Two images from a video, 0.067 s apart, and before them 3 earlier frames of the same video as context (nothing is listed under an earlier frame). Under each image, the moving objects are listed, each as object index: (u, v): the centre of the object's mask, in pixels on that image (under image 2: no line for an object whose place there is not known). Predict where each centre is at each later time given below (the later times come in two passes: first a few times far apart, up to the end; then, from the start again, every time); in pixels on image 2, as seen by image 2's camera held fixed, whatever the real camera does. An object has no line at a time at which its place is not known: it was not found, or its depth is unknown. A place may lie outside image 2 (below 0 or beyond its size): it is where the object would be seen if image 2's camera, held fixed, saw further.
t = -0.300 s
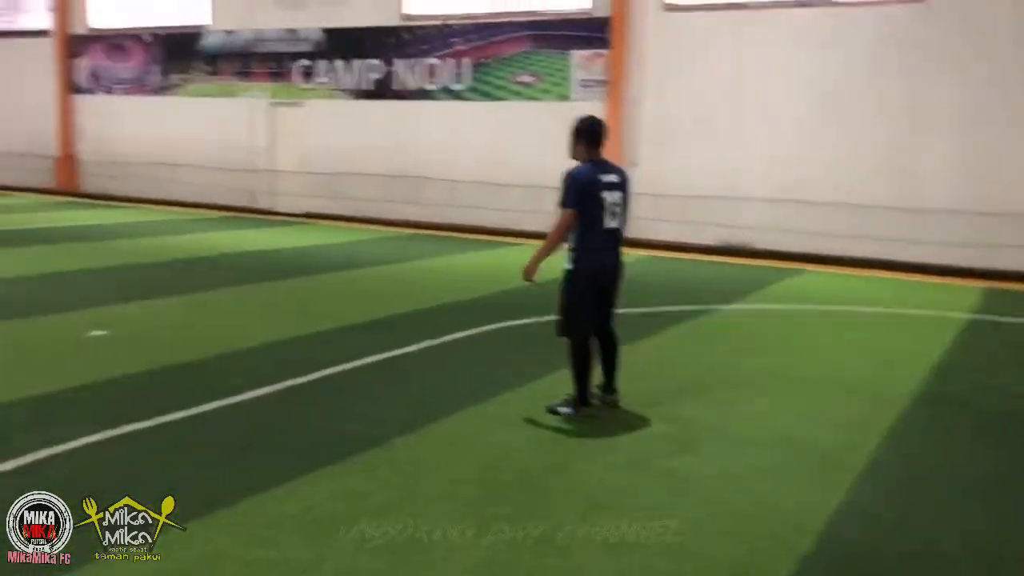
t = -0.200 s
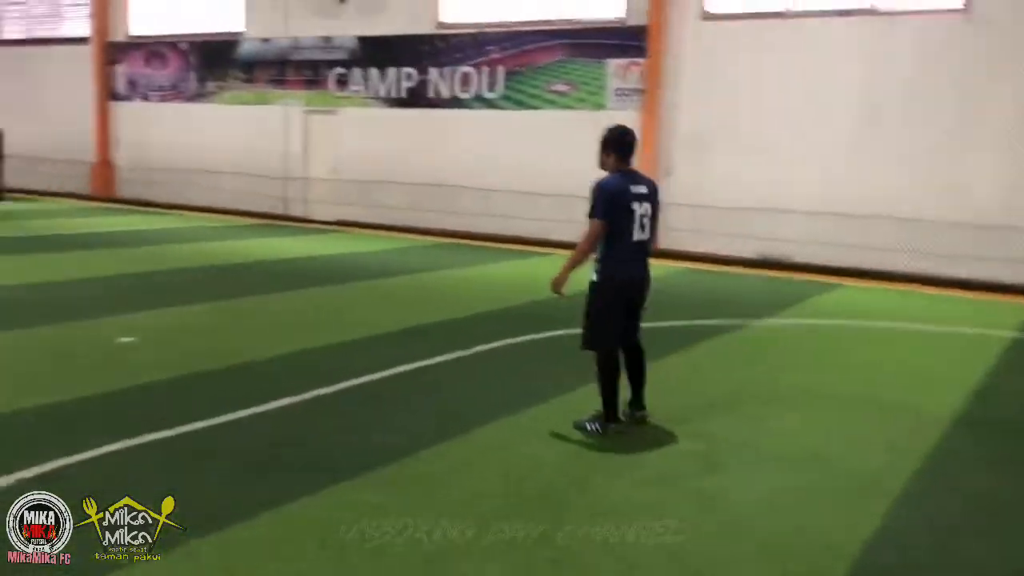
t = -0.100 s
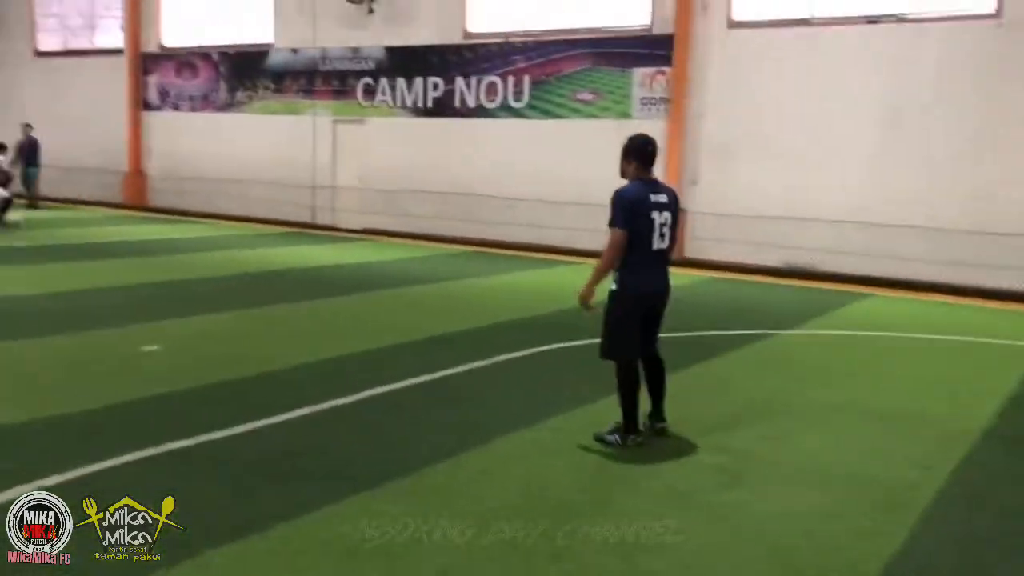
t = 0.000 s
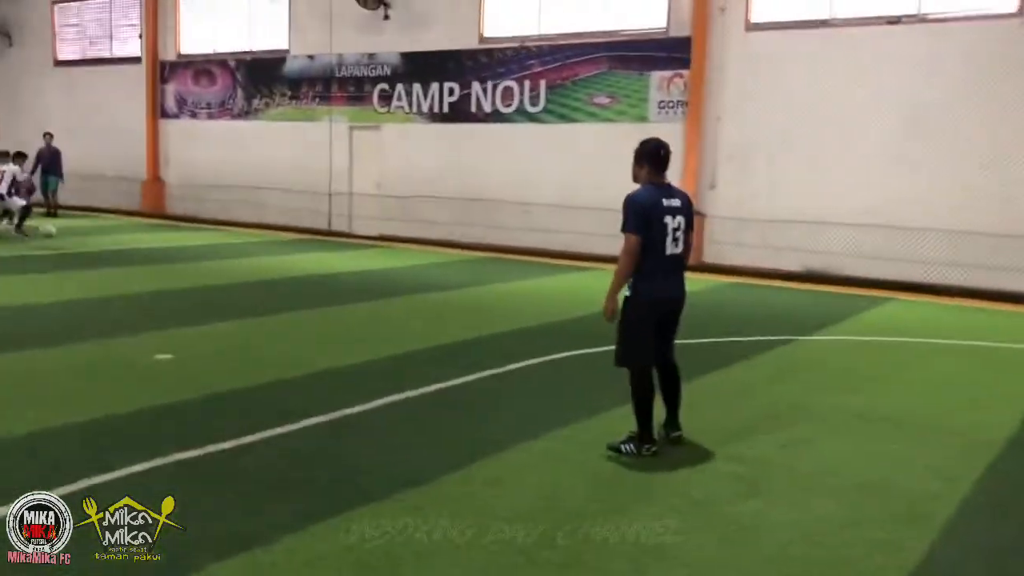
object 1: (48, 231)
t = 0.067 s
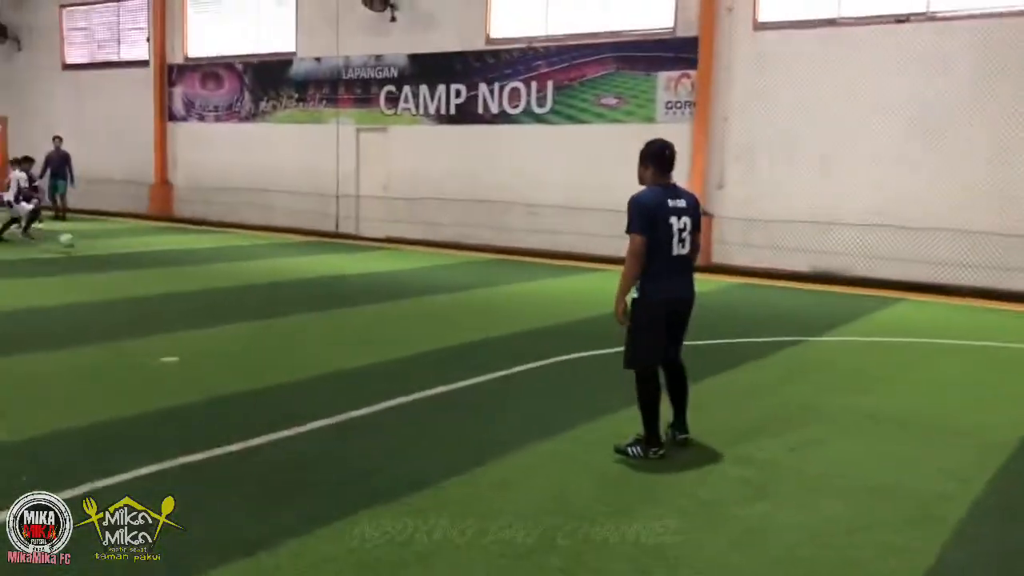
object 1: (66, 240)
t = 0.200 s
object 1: (89, 247)
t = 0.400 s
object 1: (125, 254)
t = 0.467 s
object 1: (140, 256)
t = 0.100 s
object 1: (73, 245)
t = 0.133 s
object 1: (79, 248)
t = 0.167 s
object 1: (84, 248)
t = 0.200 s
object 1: (89, 247)
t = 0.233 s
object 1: (96, 247)
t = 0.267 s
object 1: (102, 249)
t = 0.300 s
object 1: (110, 251)
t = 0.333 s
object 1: (115, 254)
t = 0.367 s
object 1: (121, 256)
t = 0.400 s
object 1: (125, 254)
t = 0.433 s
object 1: (133, 256)
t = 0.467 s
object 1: (140, 256)
